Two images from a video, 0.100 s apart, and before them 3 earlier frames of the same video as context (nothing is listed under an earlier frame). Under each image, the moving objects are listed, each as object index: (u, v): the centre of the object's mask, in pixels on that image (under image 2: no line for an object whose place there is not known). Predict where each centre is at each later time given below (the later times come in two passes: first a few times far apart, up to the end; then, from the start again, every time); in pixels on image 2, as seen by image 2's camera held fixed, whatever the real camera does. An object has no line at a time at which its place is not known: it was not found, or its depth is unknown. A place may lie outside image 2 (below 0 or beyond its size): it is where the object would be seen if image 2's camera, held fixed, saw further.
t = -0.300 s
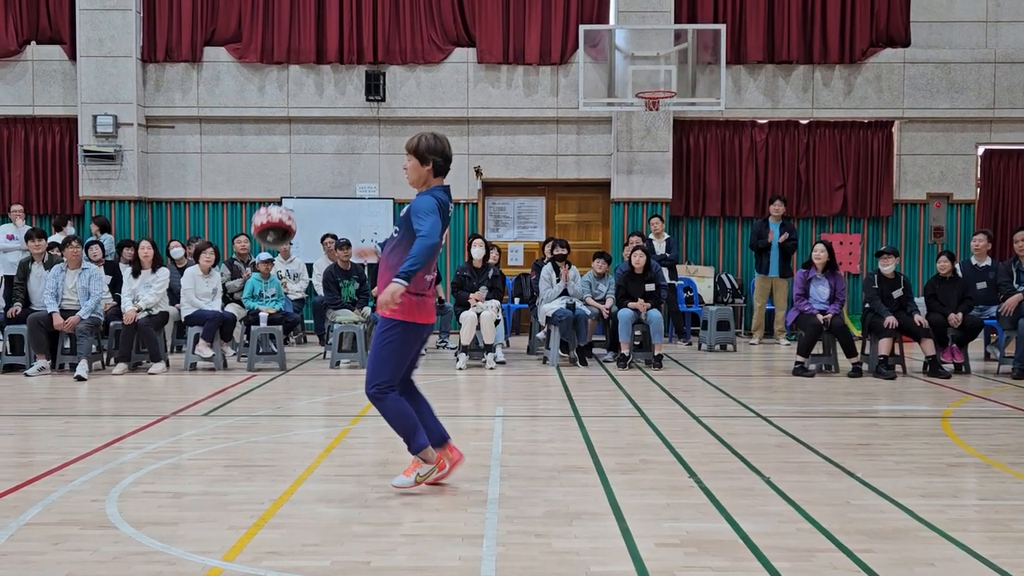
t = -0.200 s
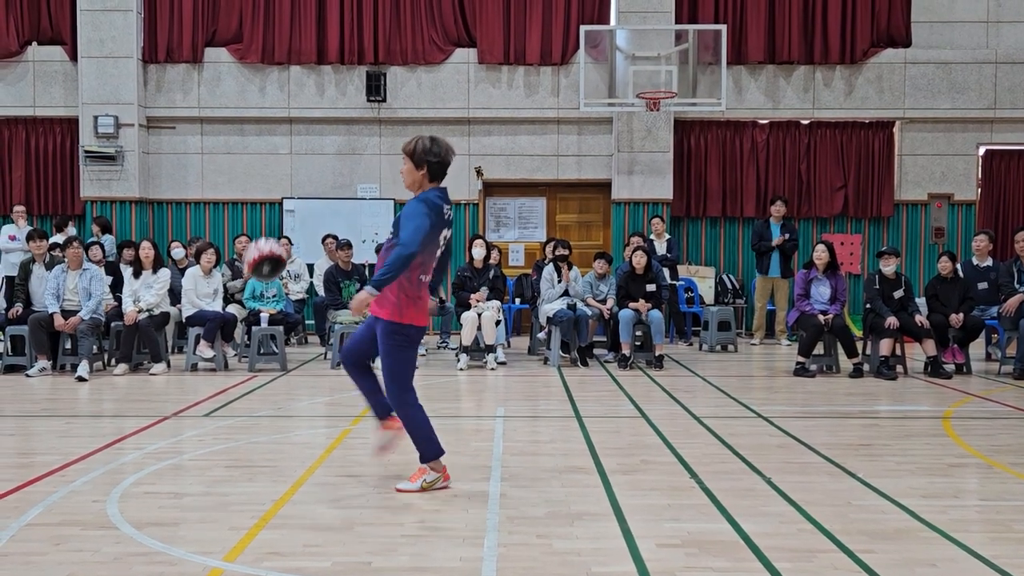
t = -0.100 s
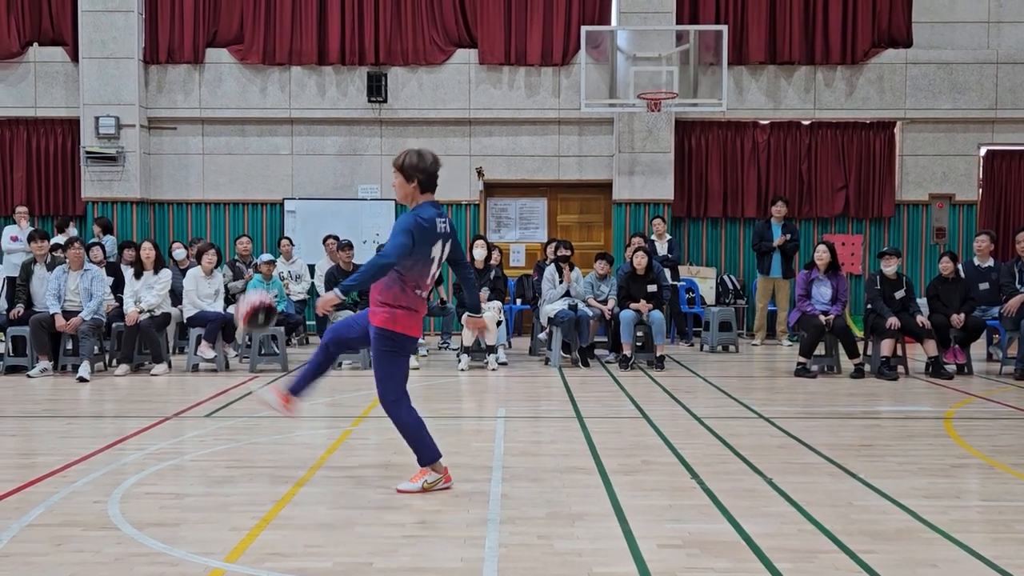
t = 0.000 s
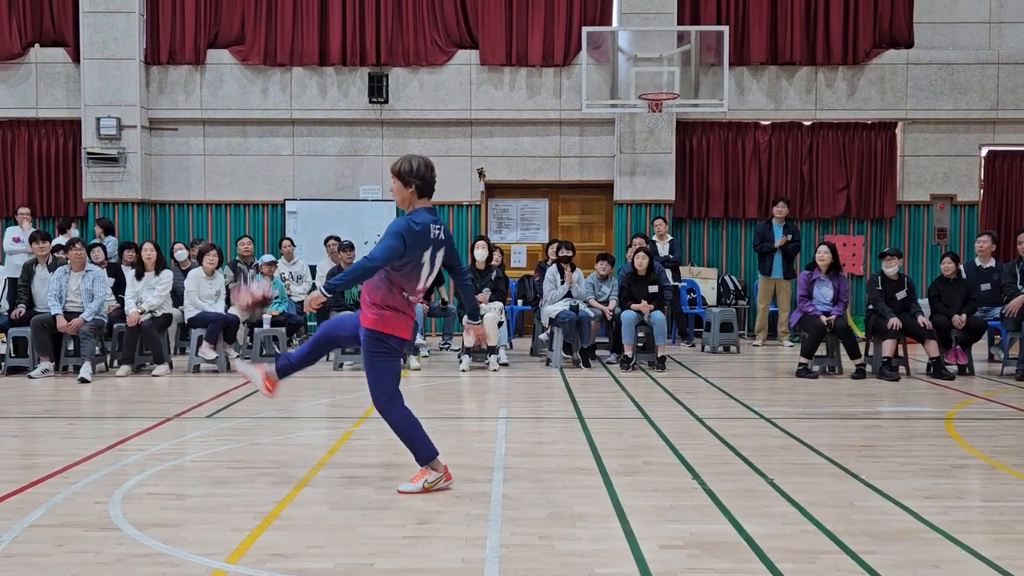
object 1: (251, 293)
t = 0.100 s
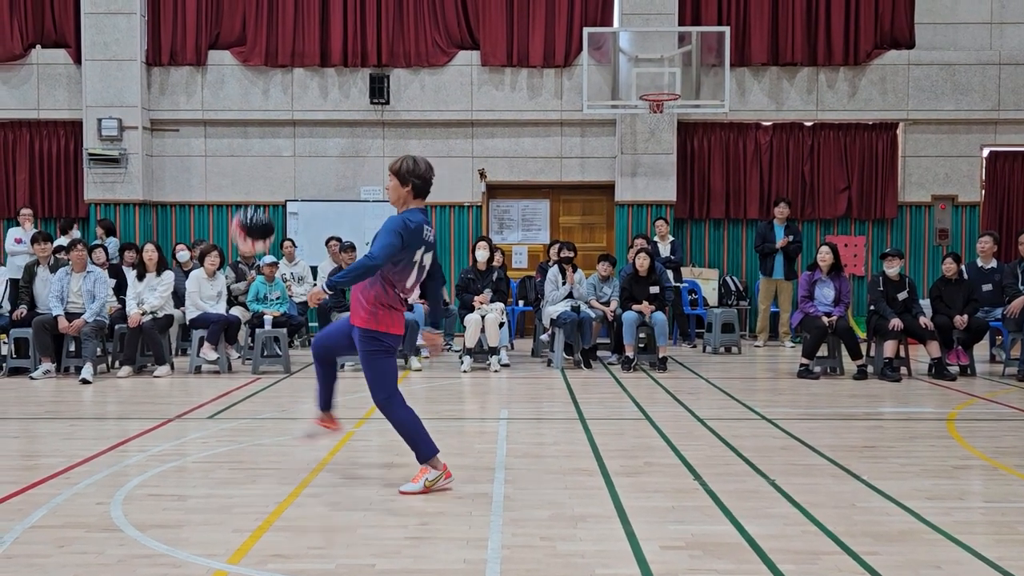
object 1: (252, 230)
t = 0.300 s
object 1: (252, 151)
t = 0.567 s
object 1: (251, 165)
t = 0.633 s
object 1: (251, 192)
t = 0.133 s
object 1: (252, 212)
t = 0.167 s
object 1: (252, 195)
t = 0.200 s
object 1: (252, 180)
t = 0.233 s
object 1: (252, 168)
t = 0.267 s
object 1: (252, 158)
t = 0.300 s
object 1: (252, 151)
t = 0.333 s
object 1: (251, 145)
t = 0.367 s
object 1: (251, 141)
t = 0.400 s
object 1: (251, 139)
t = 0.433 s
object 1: (251, 140)
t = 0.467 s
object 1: (251, 143)
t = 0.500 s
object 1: (251, 147)
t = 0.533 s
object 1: (251, 155)
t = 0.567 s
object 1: (251, 165)
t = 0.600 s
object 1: (251, 177)
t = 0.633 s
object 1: (251, 192)
